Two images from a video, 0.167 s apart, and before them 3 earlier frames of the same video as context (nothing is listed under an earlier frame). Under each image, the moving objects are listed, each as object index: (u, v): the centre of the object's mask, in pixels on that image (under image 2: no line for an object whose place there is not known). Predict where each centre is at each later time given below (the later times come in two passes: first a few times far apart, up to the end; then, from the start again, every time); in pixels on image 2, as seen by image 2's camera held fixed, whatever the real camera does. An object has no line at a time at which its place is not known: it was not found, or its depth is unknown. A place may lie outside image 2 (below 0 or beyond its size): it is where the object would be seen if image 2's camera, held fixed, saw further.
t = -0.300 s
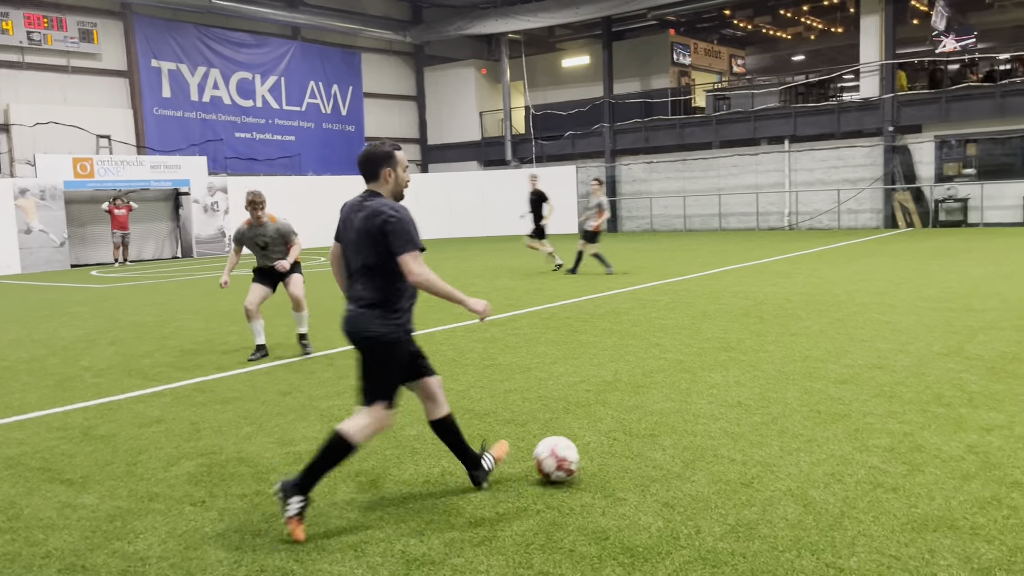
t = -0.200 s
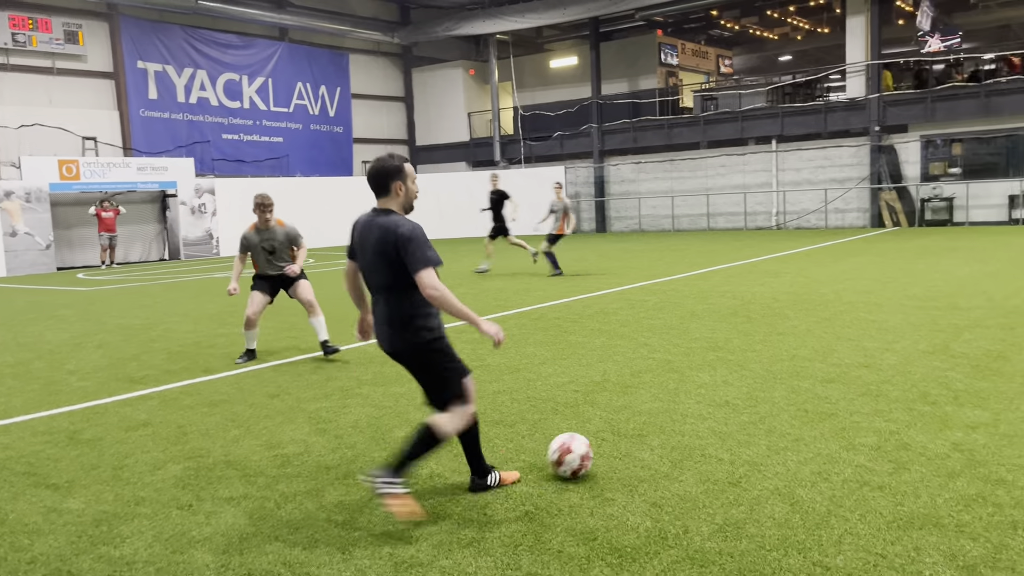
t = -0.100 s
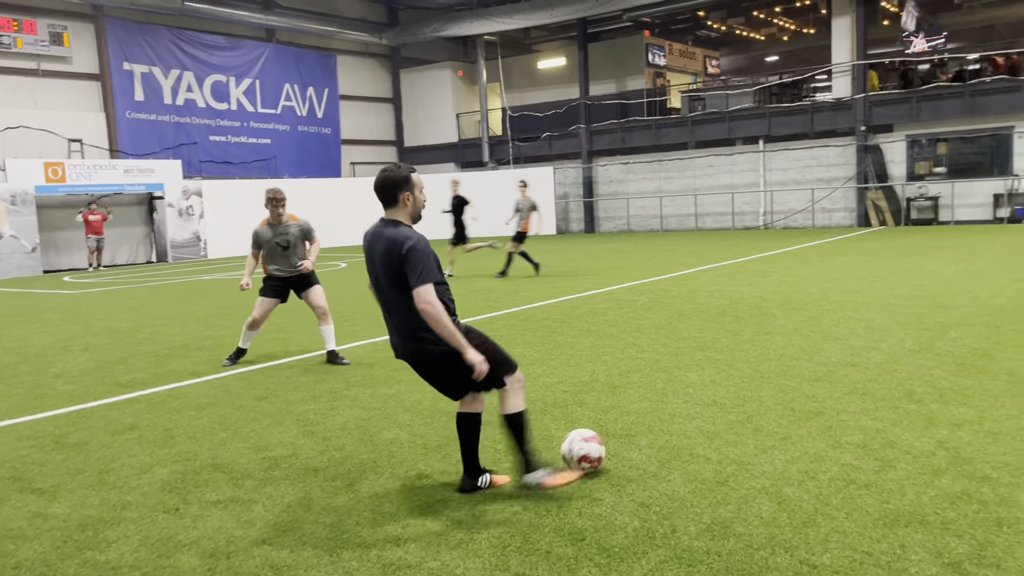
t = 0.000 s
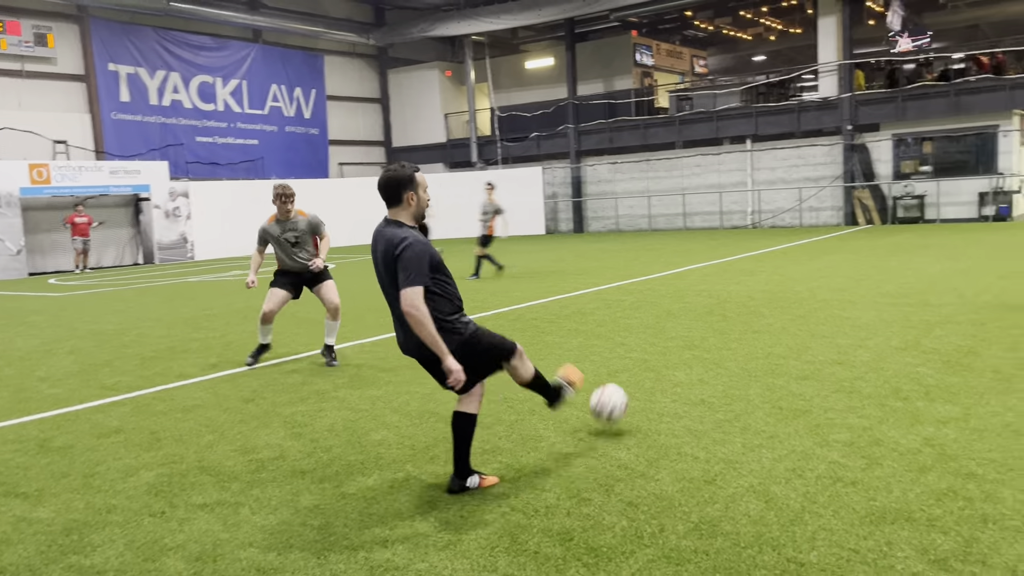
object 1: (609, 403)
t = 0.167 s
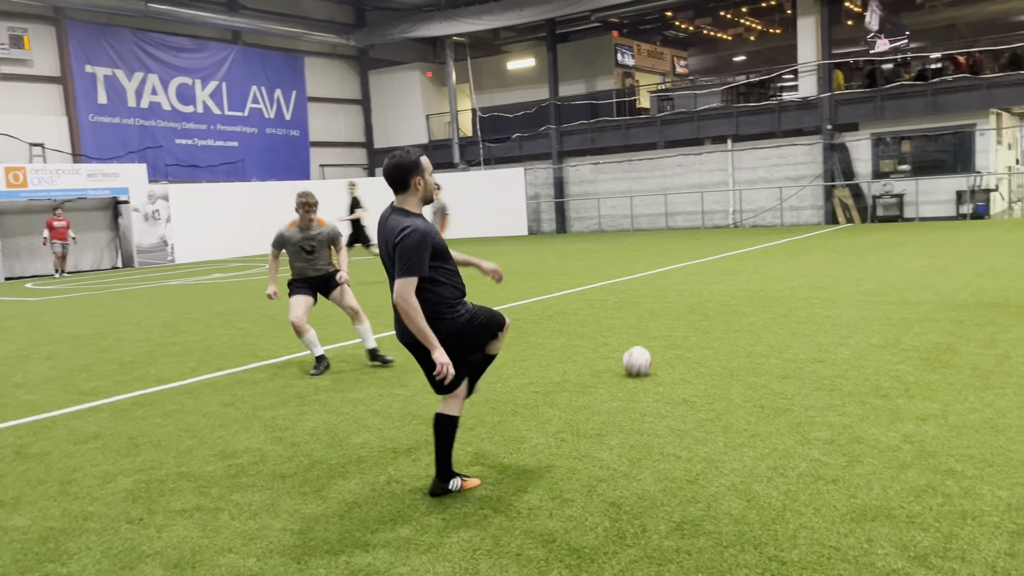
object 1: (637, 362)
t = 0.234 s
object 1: (647, 346)
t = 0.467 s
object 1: (670, 317)
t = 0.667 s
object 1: (682, 301)
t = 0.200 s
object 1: (643, 353)
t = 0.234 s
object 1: (647, 346)
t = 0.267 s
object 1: (651, 342)
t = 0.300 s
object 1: (656, 337)
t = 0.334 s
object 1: (659, 332)
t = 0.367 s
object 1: (662, 328)
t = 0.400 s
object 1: (665, 323)
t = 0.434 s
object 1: (668, 321)
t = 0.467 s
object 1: (670, 317)
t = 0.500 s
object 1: (673, 313)
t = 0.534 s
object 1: (675, 309)
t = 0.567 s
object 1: (677, 308)
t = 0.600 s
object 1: (679, 307)
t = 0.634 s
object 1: (681, 304)
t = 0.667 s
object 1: (682, 301)
